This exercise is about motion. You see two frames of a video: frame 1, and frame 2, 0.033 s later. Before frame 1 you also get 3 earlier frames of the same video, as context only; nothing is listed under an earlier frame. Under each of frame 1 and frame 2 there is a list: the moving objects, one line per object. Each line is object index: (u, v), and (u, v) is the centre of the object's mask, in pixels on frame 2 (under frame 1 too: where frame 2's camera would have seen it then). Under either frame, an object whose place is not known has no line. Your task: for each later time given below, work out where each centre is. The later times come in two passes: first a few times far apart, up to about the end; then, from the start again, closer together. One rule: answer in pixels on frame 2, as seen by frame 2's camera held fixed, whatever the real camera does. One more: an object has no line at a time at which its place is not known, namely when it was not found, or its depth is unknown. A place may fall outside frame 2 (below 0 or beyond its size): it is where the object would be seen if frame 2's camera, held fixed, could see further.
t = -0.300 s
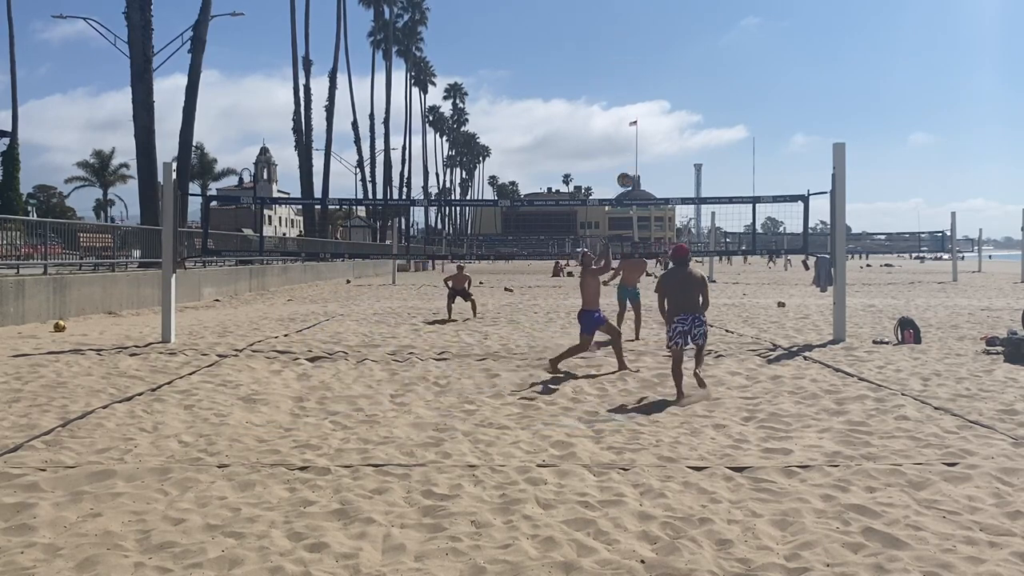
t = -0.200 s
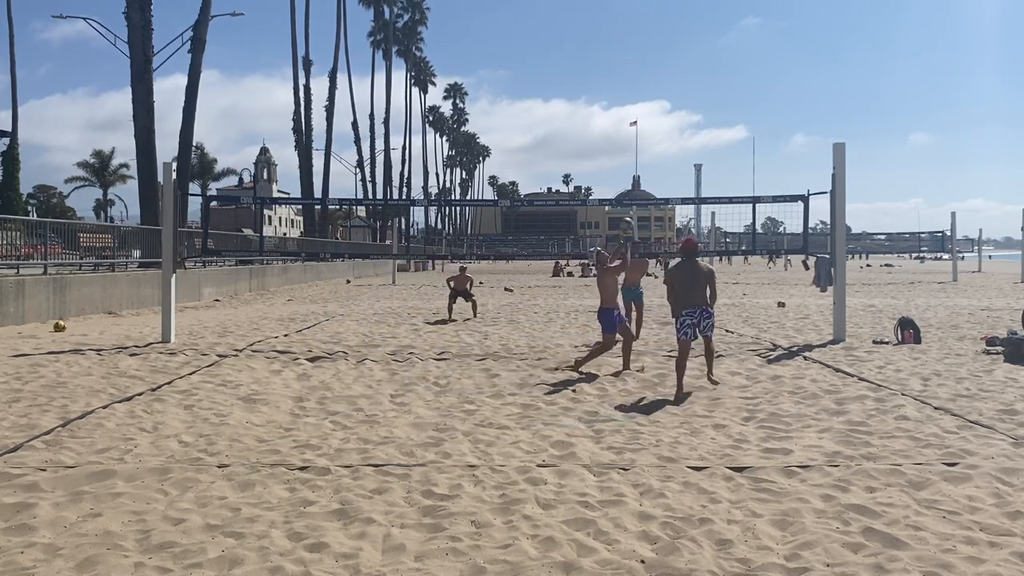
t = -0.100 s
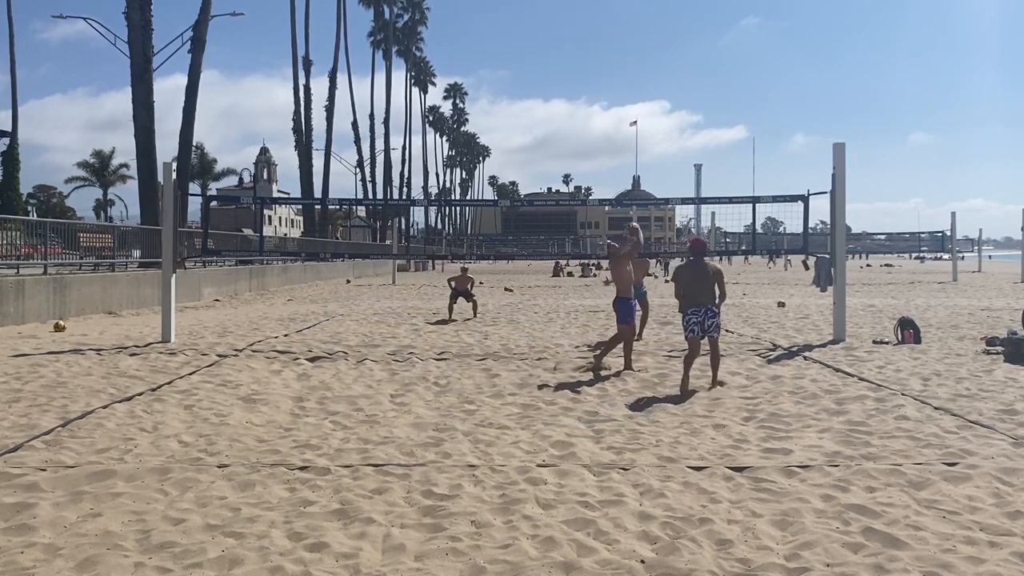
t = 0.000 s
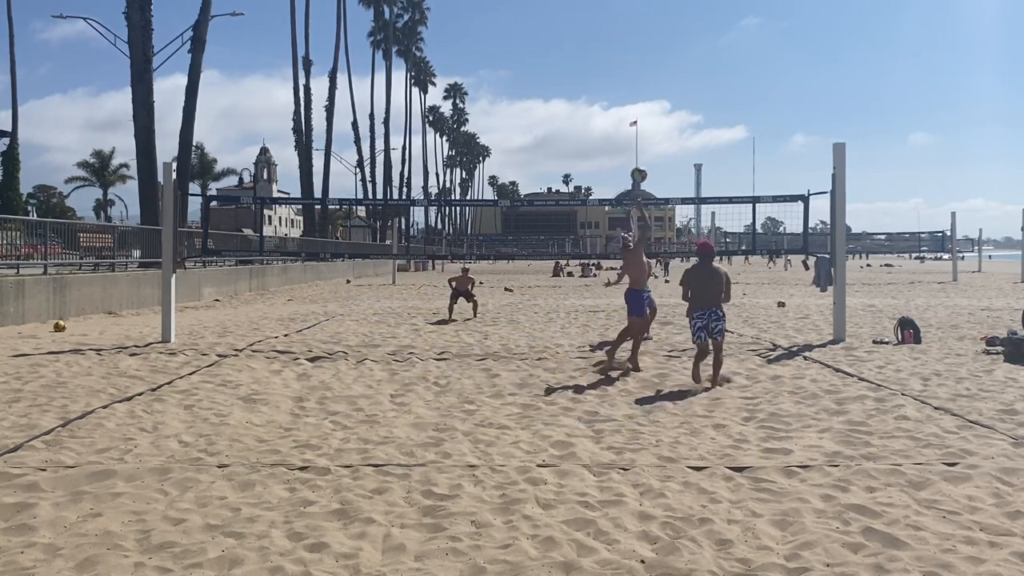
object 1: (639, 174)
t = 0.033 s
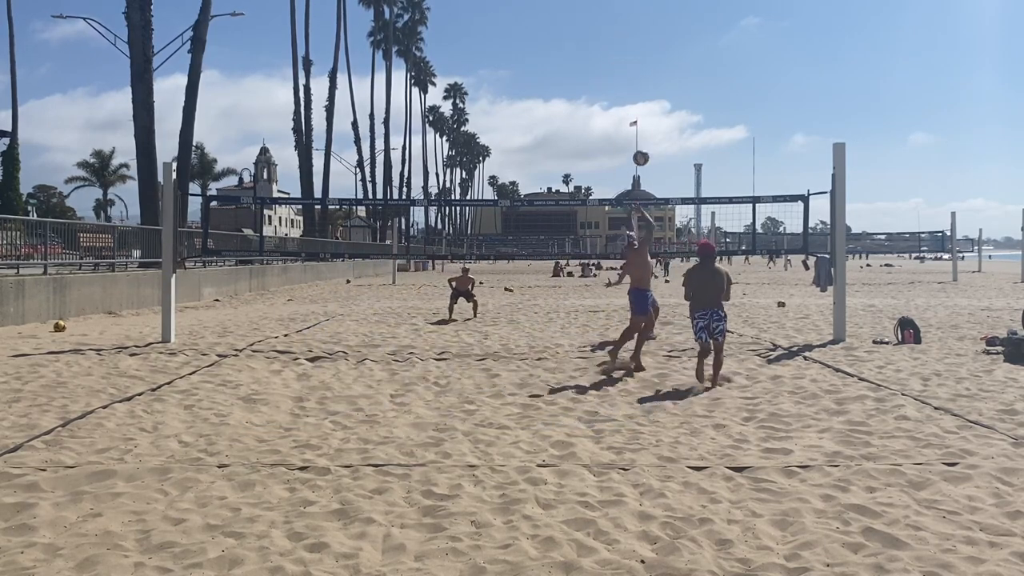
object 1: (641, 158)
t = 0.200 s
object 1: (652, 86)
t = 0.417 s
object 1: (665, 29)
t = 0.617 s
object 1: (676, 9)
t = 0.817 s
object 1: (685, 17)
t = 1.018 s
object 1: (693, 53)
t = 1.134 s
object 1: (696, 84)
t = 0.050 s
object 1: (642, 150)
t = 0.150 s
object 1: (648, 105)
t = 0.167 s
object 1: (650, 99)
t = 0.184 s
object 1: (651, 92)
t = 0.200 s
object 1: (652, 86)
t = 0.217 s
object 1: (653, 80)
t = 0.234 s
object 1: (654, 75)
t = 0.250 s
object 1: (655, 69)
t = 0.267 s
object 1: (656, 64)
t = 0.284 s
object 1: (657, 59)
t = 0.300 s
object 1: (658, 55)
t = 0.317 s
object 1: (659, 51)
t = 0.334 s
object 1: (660, 47)
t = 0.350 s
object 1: (661, 42)
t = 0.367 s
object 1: (662, 39)
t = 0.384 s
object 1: (663, 35)
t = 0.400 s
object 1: (664, 32)
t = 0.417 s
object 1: (665, 29)
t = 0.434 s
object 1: (666, 26)
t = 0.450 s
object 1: (667, 23)
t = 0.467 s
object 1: (668, 21)
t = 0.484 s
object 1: (669, 19)
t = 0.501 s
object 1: (670, 17)
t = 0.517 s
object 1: (671, 15)
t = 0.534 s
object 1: (672, 14)
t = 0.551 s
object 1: (673, 12)
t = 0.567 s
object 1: (673, 11)
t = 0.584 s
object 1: (674, 10)
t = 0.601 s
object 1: (675, 9)
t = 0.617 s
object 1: (676, 9)
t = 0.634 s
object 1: (677, 8)
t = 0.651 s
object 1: (678, 8)
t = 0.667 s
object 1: (678, 8)
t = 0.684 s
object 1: (679, 8)
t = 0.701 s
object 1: (680, 9)
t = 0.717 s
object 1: (681, 10)
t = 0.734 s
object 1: (682, 10)
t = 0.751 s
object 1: (683, 12)
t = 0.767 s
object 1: (683, 13)
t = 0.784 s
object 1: (684, 14)
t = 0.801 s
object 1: (685, 16)
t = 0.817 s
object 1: (685, 17)
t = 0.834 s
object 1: (686, 19)
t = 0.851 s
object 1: (687, 22)
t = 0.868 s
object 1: (687, 24)
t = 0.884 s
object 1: (688, 26)
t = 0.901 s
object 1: (689, 29)
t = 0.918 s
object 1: (689, 32)
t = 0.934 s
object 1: (690, 35)
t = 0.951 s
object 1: (691, 38)
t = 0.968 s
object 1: (691, 41)
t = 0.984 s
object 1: (692, 45)
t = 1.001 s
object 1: (692, 49)
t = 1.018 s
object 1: (693, 53)
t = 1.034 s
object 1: (693, 56)
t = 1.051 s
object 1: (694, 61)
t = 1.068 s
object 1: (694, 65)
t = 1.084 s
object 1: (695, 69)
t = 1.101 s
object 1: (695, 74)
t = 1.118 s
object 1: (696, 79)
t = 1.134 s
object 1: (696, 84)
